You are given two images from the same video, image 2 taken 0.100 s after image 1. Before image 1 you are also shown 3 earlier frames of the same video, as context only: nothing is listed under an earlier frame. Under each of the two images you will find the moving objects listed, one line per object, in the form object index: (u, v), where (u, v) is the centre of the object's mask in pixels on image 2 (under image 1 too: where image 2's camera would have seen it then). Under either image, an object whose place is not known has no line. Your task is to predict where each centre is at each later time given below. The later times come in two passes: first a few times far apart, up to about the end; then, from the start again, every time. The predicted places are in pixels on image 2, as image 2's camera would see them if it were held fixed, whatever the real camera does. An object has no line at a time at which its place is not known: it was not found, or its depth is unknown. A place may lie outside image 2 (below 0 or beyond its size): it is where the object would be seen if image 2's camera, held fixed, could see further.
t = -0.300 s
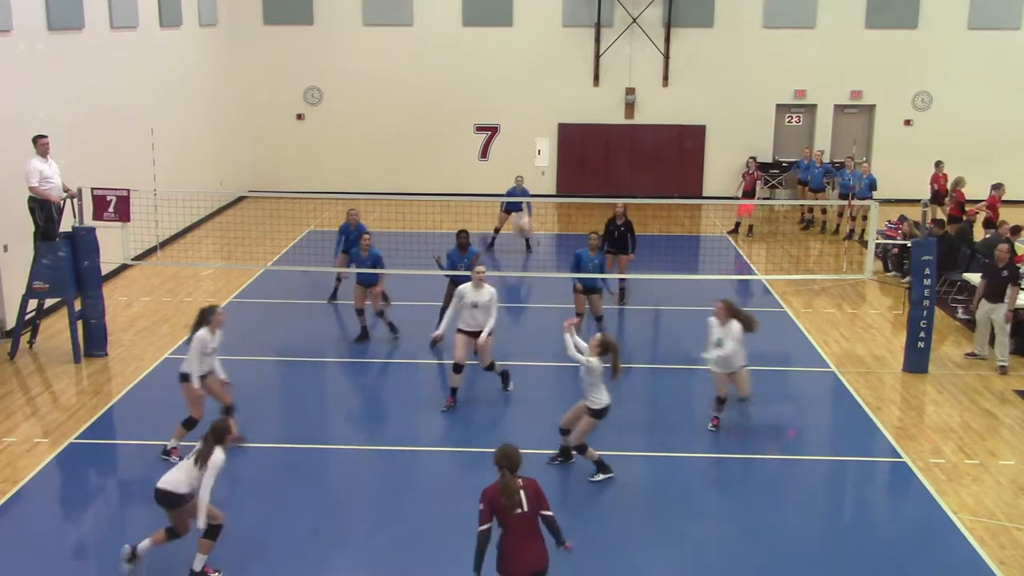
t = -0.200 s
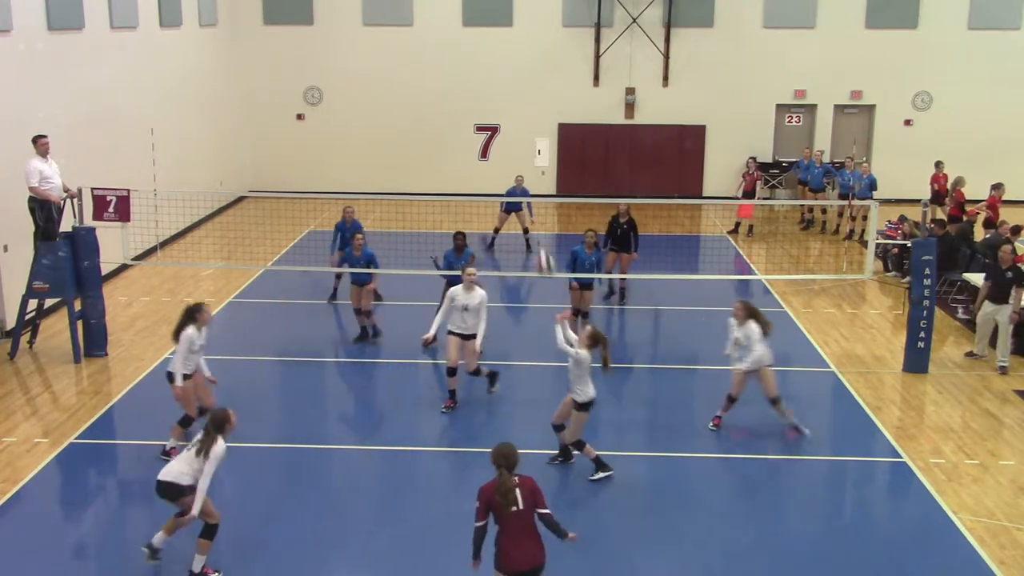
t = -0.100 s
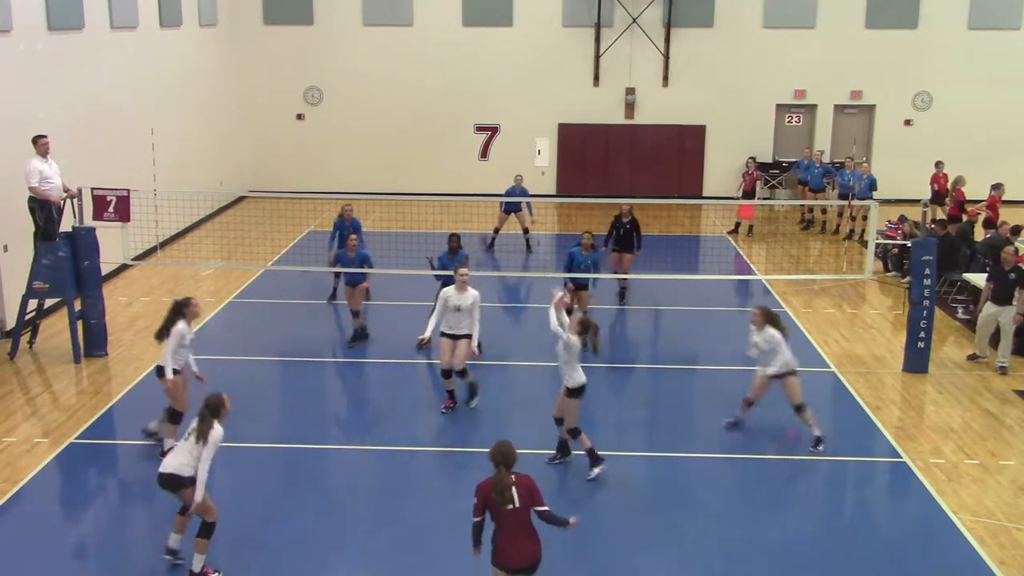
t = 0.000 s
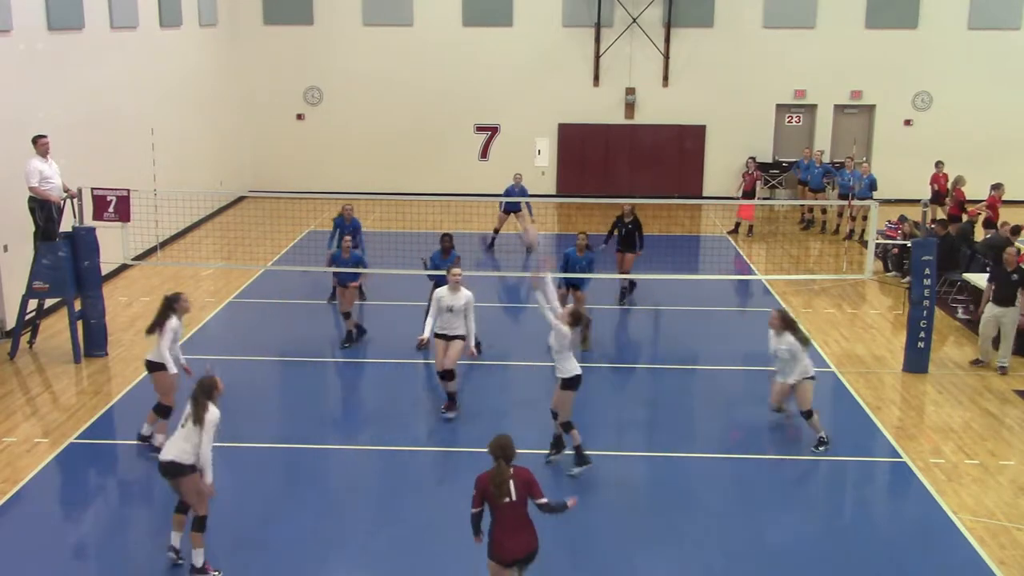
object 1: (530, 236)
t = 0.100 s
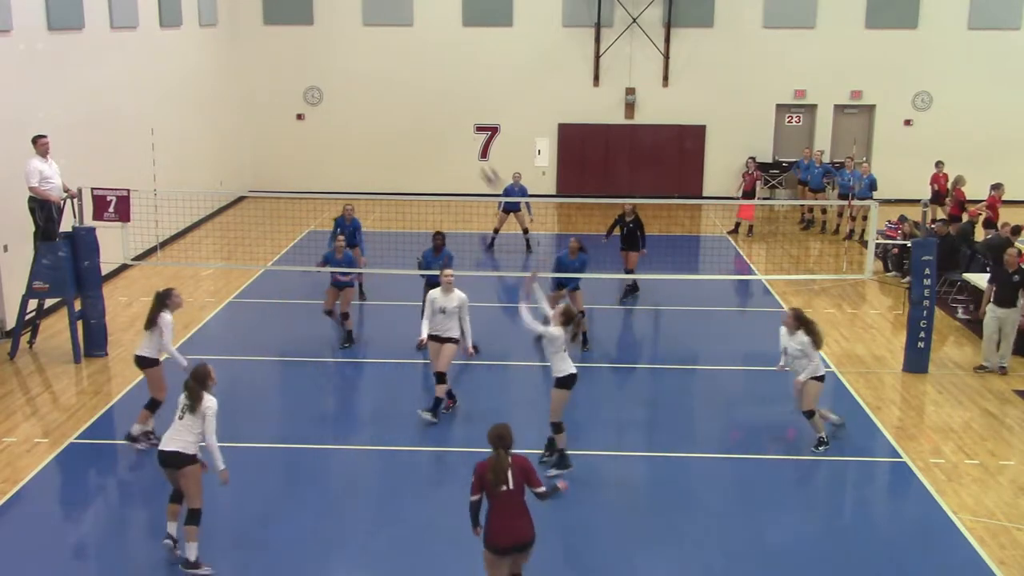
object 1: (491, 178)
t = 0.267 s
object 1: (433, 102)
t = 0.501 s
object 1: (357, 45)
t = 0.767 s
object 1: (279, 51)
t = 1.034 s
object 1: (214, 121)
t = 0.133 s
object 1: (480, 158)
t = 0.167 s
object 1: (467, 141)
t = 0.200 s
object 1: (456, 129)
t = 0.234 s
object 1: (445, 115)
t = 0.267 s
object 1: (433, 102)
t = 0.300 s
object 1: (422, 88)
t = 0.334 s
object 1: (412, 79)
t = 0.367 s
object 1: (401, 71)
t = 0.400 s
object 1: (389, 62)
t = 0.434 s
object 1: (378, 56)
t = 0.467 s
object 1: (368, 50)
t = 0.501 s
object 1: (357, 45)
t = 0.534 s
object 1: (348, 43)
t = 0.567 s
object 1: (337, 40)
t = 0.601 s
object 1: (327, 38)
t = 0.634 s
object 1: (316, 39)
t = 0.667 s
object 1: (307, 40)
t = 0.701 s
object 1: (298, 43)
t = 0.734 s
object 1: (289, 47)
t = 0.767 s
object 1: (279, 51)
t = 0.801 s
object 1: (270, 57)
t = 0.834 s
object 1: (262, 63)
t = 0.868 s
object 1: (253, 70)
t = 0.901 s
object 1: (244, 80)
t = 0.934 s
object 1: (236, 88)
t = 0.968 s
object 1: (228, 97)
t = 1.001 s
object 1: (220, 110)
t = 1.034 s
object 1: (214, 121)
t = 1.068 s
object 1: (206, 132)
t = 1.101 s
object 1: (199, 146)
